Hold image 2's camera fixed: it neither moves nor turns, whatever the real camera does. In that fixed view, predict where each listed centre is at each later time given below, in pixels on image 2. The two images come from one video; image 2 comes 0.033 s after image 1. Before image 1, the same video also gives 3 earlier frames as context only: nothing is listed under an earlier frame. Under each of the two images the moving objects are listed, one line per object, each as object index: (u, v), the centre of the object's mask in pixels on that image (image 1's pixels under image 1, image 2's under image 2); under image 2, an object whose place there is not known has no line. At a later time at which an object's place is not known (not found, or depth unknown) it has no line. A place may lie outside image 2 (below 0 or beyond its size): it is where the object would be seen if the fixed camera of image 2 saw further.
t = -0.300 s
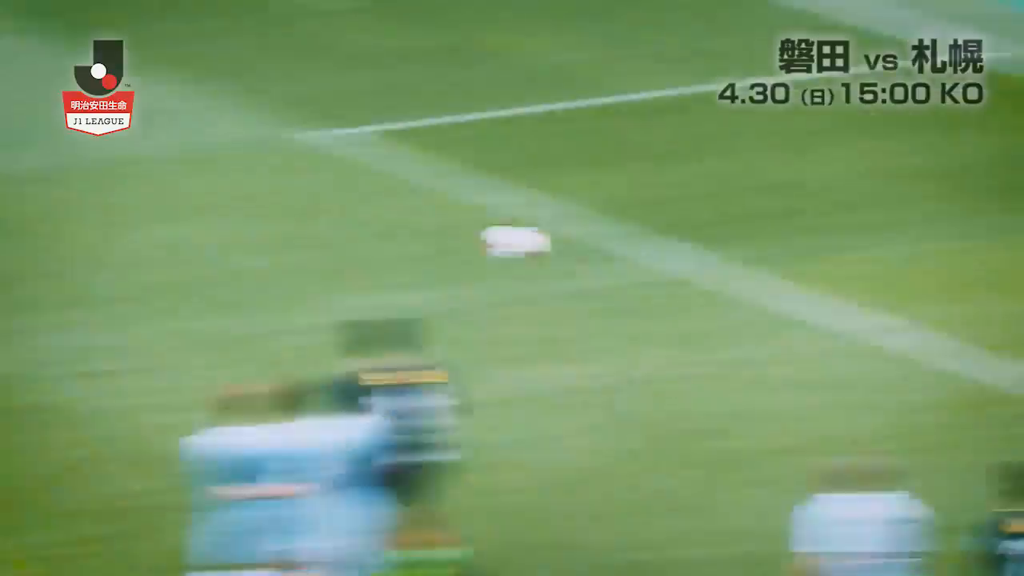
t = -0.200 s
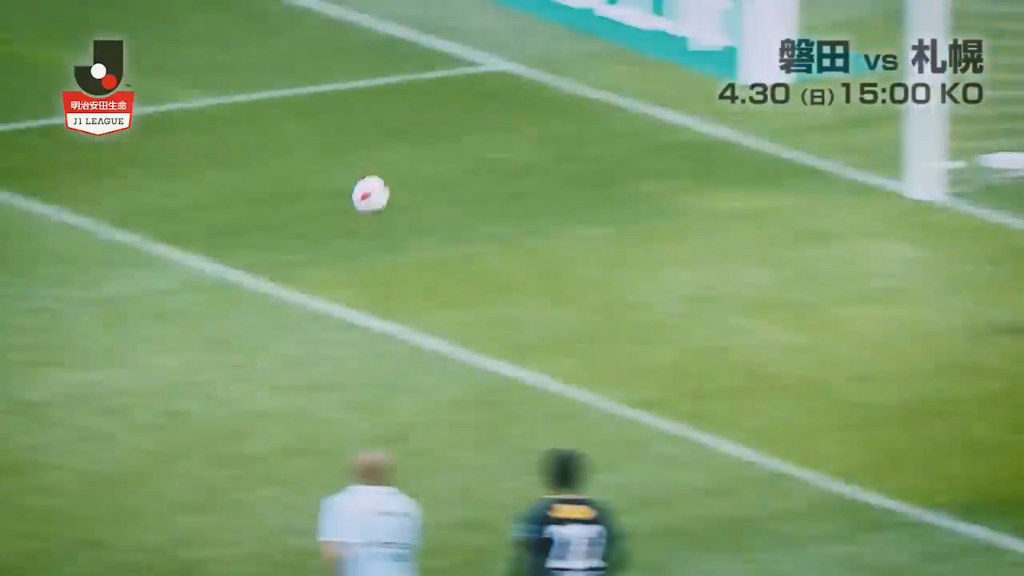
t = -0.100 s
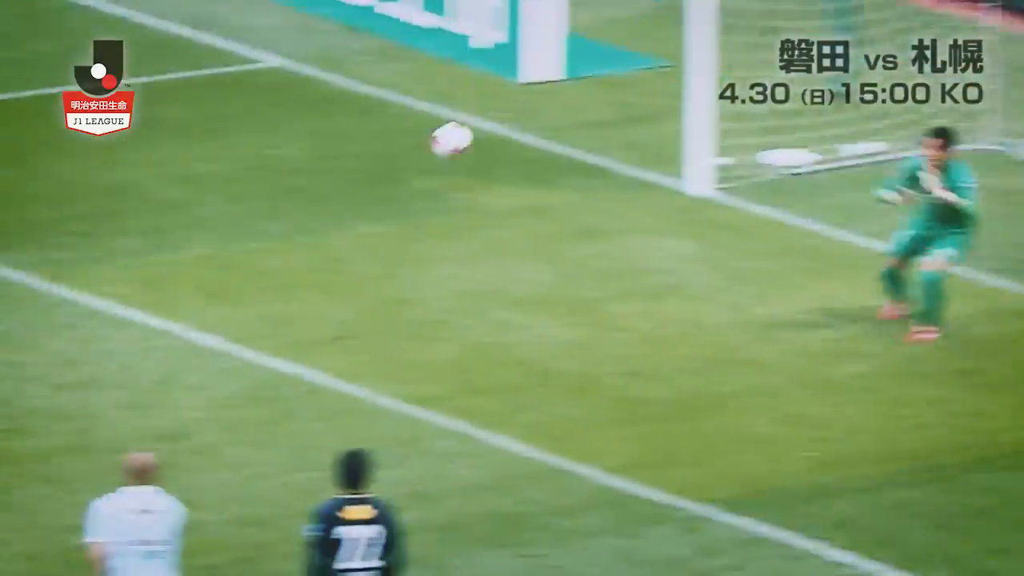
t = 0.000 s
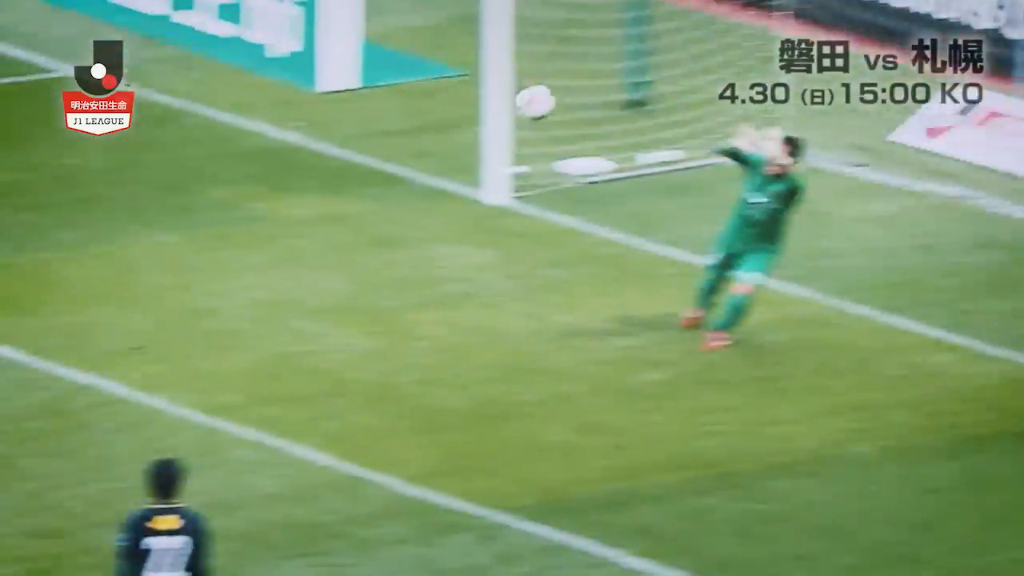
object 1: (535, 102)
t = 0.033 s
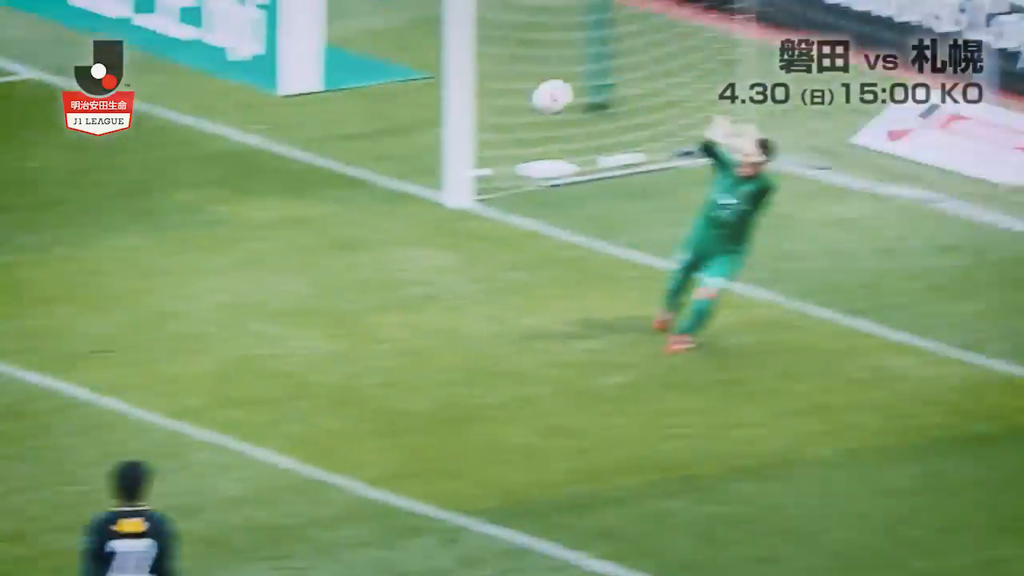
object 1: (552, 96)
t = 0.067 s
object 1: (661, 79)
